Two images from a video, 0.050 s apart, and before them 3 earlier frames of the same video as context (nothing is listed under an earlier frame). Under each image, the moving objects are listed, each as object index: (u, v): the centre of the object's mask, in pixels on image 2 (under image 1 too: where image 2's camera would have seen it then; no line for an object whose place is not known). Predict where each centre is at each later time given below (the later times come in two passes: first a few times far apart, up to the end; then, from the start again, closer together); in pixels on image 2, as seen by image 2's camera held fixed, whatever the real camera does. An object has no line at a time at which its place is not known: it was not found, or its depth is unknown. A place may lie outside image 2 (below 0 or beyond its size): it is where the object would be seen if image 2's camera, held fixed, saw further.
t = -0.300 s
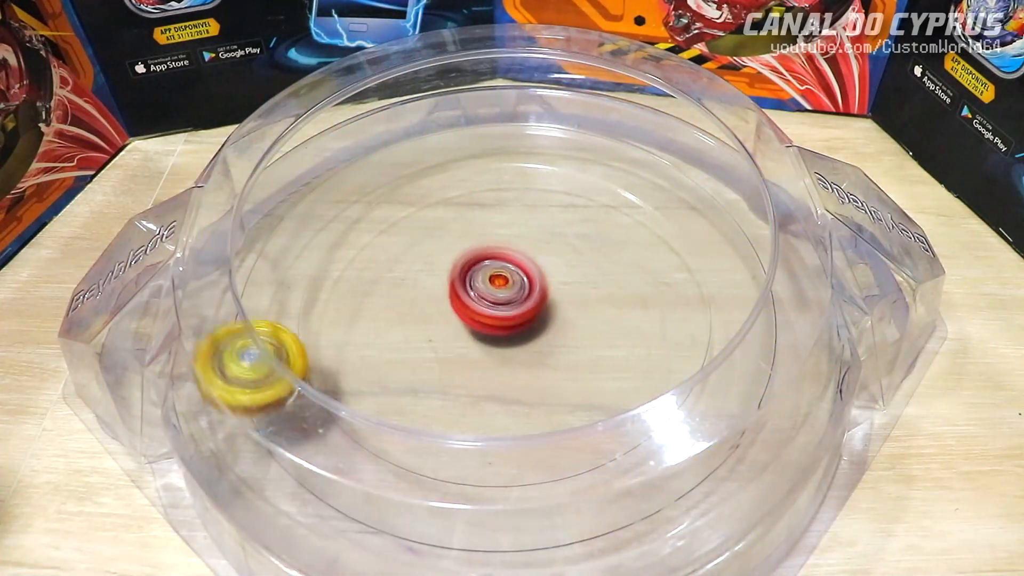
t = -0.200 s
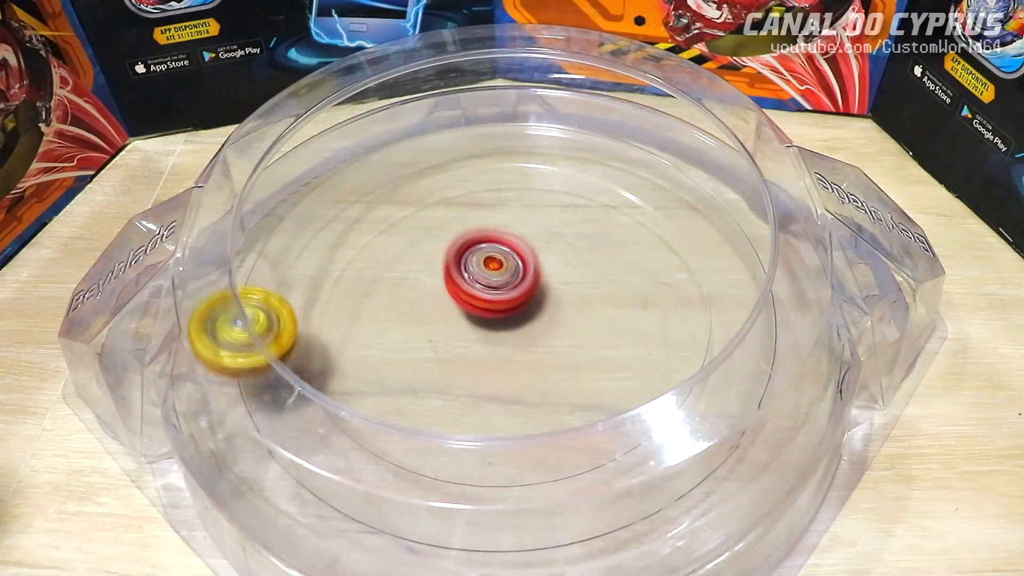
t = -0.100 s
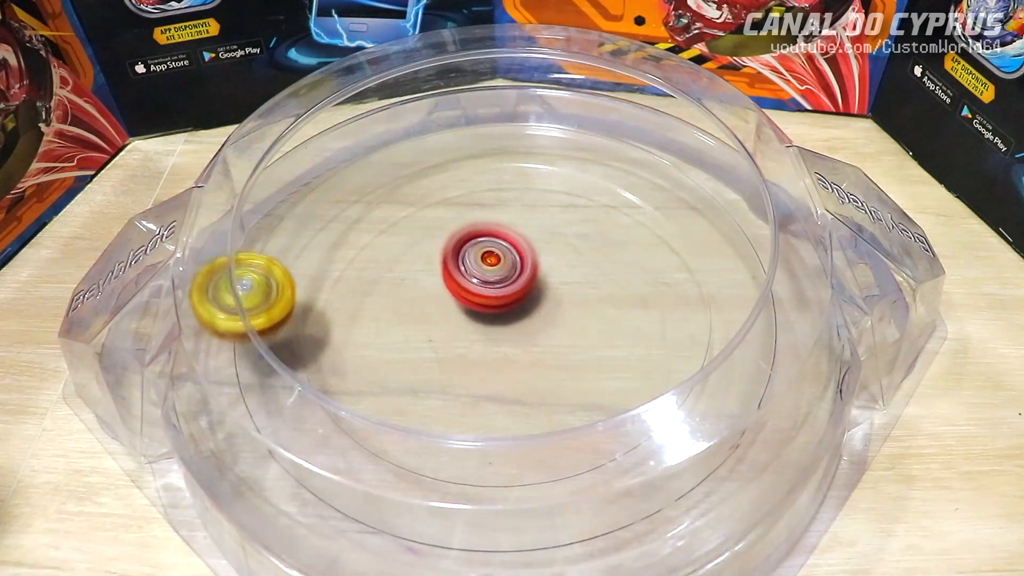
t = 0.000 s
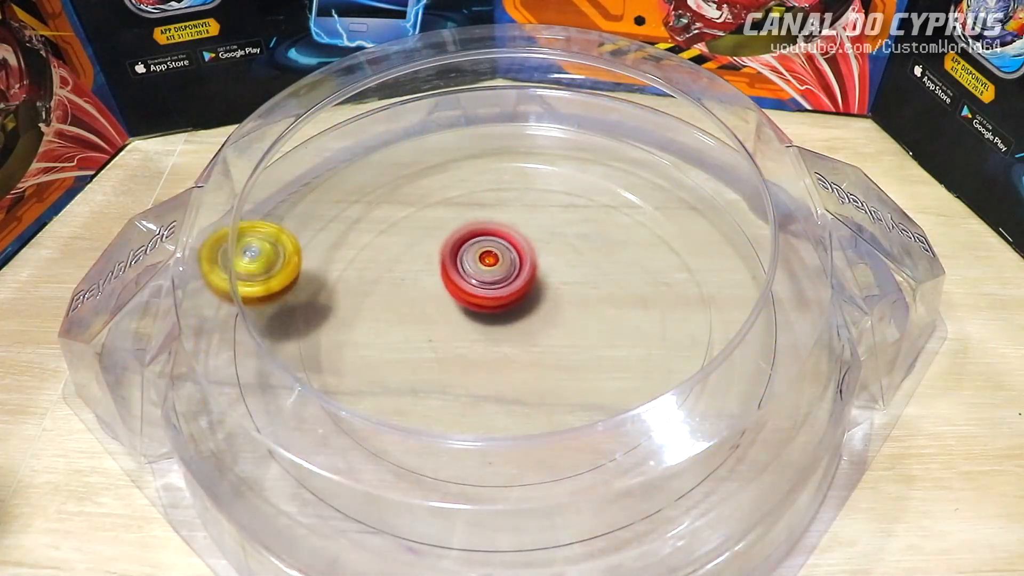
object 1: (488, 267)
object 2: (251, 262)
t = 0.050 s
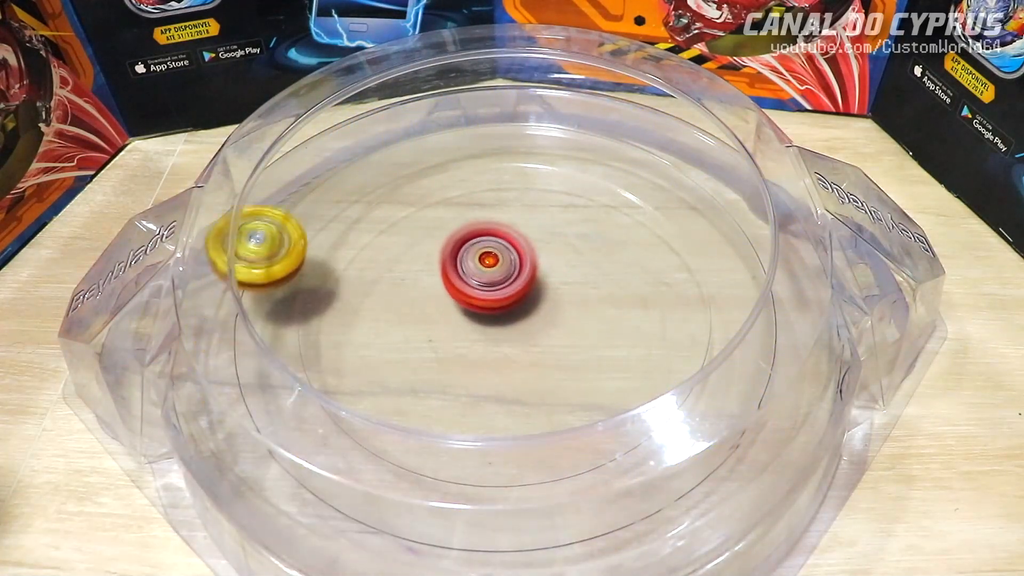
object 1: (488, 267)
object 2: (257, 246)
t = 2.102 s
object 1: (469, 291)
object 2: (619, 305)
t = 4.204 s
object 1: (474, 242)
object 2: (535, 377)
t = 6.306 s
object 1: (556, 267)
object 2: (470, 305)
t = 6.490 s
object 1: (559, 277)
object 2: (465, 302)
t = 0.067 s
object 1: (488, 267)
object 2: (259, 241)
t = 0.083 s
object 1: (488, 268)
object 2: (262, 237)
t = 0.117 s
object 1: (488, 268)
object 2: (267, 228)
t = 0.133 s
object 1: (488, 268)
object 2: (270, 224)
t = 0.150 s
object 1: (488, 269)
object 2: (274, 219)
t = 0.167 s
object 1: (488, 269)
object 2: (277, 214)
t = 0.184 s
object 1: (489, 269)
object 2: (280, 210)
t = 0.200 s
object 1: (489, 269)
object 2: (284, 207)
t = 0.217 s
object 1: (489, 270)
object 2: (288, 202)
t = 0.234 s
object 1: (489, 271)
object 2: (291, 198)
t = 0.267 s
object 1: (489, 272)
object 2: (298, 190)
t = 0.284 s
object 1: (490, 273)
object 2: (302, 186)
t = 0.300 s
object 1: (490, 273)
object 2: (305, 182)
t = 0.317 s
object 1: (490, 274)
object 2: (309, 179)
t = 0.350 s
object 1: (490, 276)
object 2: (318, 171)
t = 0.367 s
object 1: (490, 276)
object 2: (322, 167)
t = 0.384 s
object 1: (491, 278)
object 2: (327, 165)
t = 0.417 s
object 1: (493, 281)
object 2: (337, 158)
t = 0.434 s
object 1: (494, 282)
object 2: (342, 155)
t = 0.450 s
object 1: (495, 285)
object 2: (347, 152)
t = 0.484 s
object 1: (498, 291)
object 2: (357, 145)
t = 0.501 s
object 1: (500, 293)
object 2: (363, 143)
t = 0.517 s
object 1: (502, 296)
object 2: (368, 140)
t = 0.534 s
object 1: (504, 299)
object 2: (373, 138)
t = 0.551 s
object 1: (506, 303)
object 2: (379, 136)
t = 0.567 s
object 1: (508, 305)
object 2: (385, 133)
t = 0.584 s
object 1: (511, 308)
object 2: (390, 131)
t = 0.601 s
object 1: (513, 310)
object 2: (396, 129)
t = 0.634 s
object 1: (518, 315)
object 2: (406, 125)
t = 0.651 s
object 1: (521, 317)
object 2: (413, 124)
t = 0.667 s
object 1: (524, 319)
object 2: (418, 122)
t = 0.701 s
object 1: (528, 322)
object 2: (430, 119)
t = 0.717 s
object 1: (530, 324)
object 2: (435, 118)
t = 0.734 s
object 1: (531, 324)
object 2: (441, 117)
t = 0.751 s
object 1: (532, 325)
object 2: (447, 116)
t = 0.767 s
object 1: (533, 325)
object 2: (453, 115)
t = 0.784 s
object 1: (533, 326)
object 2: (458, 115)
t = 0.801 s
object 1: (534, 326)
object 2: (465, 114)
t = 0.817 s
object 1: (534, 326)
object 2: (471, 114)
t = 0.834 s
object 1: (534, 325)
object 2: (476, 113)
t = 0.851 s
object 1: (534, 326)
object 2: (482, 112)
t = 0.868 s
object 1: (535, 325)
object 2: (487, 112)
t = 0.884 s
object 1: (535, 325)
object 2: (493, 112)
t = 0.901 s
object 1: (535, 325)
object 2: (499, 113)
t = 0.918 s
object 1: (534, 325)
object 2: (505, 112)
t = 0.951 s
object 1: (534, 325)
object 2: (516, 114)
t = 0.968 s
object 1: (534, 325)
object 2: (522, 114)
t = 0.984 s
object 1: (534, 325)
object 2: (527, 115)
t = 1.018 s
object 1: (534, 325)
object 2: (539, 117)
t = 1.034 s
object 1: (533, 324)
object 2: (545, 118)
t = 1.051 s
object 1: (533, 324)
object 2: (550, 119)
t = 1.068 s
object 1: (532, 324)
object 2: (556, 120)
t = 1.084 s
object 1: (532, 324)
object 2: (561, 121)
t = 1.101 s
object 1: (532, 323)
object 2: (566, 123)
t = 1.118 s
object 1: (532, 323)
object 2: (572, 125)
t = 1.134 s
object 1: (531, 323)
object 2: (577, 126)
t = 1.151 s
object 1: (531, 323)
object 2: (583, 128)
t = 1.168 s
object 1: (530, 322)
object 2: (588, 130)
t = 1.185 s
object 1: (530, 322)
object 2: (593, 132)
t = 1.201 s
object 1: (529, 322)
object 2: (598, 135)
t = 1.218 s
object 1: (529, 322)
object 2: (603, 137)
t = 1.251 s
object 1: (528, 320)
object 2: (613, 142)
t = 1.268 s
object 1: (526, 320)
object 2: (618, 146)
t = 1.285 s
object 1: (526, 319)
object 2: (622, 148)
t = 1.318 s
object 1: (522, 317)
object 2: (632, 154)
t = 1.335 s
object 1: (520, 317)
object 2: (636, 158)
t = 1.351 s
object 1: (518, 315)
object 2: (641, 160)
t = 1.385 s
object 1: (512, 311)
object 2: (649, 167)
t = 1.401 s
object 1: (508, 309)
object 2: (653, 171)
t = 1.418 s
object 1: (505, 307)
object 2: (658, 174)
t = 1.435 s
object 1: (502, 305)
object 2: (661, 178)
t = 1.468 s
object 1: (494, 302)
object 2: (669, 186)
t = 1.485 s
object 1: (491, 300)
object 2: (673, 191)
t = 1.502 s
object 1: (487, 298)
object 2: (677, 194)
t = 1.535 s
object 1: (481, 295)
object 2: (684, 203)
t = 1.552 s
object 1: (477, 294)
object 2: (687, 208)
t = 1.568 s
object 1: (474, 292)
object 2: (690, 212)
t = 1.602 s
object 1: (469, 290)
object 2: (696, 222)
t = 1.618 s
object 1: (466, 289)
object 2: (698, 226)
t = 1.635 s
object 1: (465, 289)
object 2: (701, 230)
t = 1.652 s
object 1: (464, 289)
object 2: (703, 236)
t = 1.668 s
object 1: (464, 289)
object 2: (705, 240)
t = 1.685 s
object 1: (463, 288)
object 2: (707, 245)
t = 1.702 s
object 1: (463, 288)
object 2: (709, 250)
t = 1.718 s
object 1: (463, 288)
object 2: (710, 255)
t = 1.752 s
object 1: (463, 288)
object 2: (713, 264)
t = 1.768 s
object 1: (463, 288)
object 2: (714, 269)
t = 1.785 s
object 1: (463, 288)
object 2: (714, 274)
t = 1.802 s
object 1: (463, 288)
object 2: (714, 278)
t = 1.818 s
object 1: (463, 288)
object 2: (713, 283)
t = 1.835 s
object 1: (463, 288)
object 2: (713, 287)
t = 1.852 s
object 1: (463, 289)
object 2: (711, 291)
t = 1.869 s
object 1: (464, 288)
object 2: (710, 294)
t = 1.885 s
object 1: (464, 288)
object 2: (708, 298)
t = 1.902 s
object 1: (464, 288)
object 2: (706, 301)
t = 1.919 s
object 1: (464, 289)
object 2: (702, 303)
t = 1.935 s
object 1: (465, 289)
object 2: (697, 306)
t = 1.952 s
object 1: (465, 289)
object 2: (692, 307)
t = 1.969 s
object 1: (465, 289)
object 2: (685, 308)
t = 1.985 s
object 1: (466, 289)
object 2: (678, 307)
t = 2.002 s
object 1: (466, 289)
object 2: (670, 307)
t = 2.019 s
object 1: (467, 290)
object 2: (663, 307)
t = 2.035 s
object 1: (467, 290)
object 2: (654, 306)
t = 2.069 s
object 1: (468, 290)
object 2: (637, 306)
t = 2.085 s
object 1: (469, 291)
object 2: (629, 306)
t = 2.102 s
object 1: (469, 291)
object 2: (619, 305)
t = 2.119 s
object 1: (471, 291)
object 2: (610, 305)
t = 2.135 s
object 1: (471, 292)
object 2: (600, 305)
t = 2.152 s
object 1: (472, 292)
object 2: (590, 305)
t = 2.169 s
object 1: (473, 292)
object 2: (580, 304)
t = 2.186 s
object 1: (470, 292)
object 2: (576, 305)
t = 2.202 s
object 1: (460, 288)
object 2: (578, 307)
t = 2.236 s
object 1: (446, 282)
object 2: (577, 310)
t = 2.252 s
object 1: (440, 279)
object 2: (575, 311)
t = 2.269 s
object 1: (436, 279)
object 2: (572, 312)
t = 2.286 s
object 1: (433, 278)
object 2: (567, 313)
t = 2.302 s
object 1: (433, 279)
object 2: (562, 314)
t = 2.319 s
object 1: (432, 280)
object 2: (556, 315)
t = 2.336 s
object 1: (433, 281)
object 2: (550, 315)
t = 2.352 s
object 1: (433, 282)
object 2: (544, 316)
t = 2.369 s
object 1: (435, 284)
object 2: (537, 317)
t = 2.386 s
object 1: (436, 286)
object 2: (531, 318)
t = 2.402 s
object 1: (436, 286)
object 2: (527, 320)
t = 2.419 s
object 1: (431, 282)
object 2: (531, 326)
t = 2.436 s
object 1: (422, 276)
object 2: (534, 331)
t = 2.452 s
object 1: (417, 272)
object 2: (535, 335)
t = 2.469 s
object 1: (412, 268)
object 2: (536, 339)
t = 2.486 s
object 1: (409, 265)
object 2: (535, 341)
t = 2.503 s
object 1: (407, 264)
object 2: (533, 344)
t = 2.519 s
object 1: (406, 263)
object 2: (531, 345)
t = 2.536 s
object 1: (406, 263)
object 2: (530, 347)
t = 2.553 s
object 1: (406, 263)
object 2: (527, 348)
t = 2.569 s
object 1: (407, 264)
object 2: (526, 350)
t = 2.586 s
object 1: (408, 265)
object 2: (524, 351)
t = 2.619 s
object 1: (411, 268)
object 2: (519, 352)
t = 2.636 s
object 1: (413, 269)
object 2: (517, 353)
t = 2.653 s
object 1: (415, 271)
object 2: (515, 354)
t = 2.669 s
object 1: (418, 273)
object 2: (512, 354)
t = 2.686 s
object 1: (422, 275)
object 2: (509, 355)
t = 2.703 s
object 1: (425, 277)
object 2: (507, 354)
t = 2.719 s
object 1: (429, 279)
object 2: (504, 354)
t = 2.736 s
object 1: (433, 281)
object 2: (502, 354)
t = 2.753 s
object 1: (437, 283)
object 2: (499, 353)
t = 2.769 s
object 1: (440, 281)
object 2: (498, 359)
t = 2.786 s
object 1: (441, 264)
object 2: (505, 376)
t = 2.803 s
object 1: (440, 243)
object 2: (513, 392)
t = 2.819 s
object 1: (438, 225)
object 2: (518, 401)
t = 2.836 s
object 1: (438, 208)
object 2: (524, 421)
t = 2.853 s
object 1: (440, 193)
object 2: (529, 432)
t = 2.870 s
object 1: (440, 177)
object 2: (534, 442)
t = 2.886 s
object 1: (441, 164)
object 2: (538, 449)
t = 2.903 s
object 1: (445, 154)
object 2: (542, 454)
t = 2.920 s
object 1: (447, 143)
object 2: (547, 462)
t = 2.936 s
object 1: (450, 137)
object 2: (549, 467)
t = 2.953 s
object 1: (454, 131)
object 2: (550, 473)
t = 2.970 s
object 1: (456, 123)
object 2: (550, 478)
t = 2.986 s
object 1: (459, 117)
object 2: (549, 481)
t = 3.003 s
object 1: (464, 114)
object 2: (548, 485)
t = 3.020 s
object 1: (468, 112)
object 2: (544, 487)
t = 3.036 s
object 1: (473, 111)
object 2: (541, 490)
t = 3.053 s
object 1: (478, 113)
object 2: (537, 492)
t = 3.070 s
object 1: (482, 112)
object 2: (532, 493)
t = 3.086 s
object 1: (487, 112)
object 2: (528, 494)
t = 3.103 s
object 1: (491, 114)
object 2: (523, 495)
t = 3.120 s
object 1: (494, 114)
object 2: (519, 496)
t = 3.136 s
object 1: (498, 113)
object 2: (514, 496)
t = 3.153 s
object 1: (502, 115)
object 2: (509, 496)
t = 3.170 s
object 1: (506, 117)
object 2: (503, 497)
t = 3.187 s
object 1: (509, 117)
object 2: (498, 497)
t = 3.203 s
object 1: (511, 117)
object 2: (493, 496)
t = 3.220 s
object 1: (515, 119)
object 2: (488, 496)
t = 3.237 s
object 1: (517, 118)
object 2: (482, 495)
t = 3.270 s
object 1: (522, 117)
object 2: (470, 493)
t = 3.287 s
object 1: (523, 117)
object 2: (465, 492)
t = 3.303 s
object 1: (525, 116)
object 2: (459, 490)
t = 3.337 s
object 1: (530, 116)
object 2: (449, 485)
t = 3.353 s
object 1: (534, 115)
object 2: (444, 485)
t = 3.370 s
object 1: (536, 115)
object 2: (438, 483)
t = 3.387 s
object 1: (540, 116)
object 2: (434, 480)
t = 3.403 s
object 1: (542, 117)
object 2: (430, 473)
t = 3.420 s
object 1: (545, 118)
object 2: (425, 477)
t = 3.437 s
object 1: (548, 119)
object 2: (422, 465)
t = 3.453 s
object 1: (550, 120)
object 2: (418, 461)
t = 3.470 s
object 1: (552, 121)
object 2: (416, 458)
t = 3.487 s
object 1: (556, 121)
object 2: (413, 452)
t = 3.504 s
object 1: (557, 124)
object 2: (411, 447)
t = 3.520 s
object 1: (561, 127)
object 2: (408, 444)
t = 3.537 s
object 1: (562, 128)
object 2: (406, 439)
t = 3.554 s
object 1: (564, 130)
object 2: (407, 432)
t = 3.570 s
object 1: (566, 133)
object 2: (409, 428)
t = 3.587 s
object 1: (566, 134)
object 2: (412, 422)
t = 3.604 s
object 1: (568, 136)
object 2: (416, 417)
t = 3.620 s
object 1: (569, 138)
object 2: (421, 409)
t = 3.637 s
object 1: (569, 142)
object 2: (428, 398)
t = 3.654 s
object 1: (570, 143)
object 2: (433, 396)
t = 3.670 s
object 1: (569, 146)
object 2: (438, 394)
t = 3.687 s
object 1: (569, 149)
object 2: (443, 390)
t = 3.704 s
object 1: (568, 152)
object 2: (449, 387)
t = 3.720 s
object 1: (565, 157)
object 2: (454, 383)
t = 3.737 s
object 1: (563, 162)
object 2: (460, 377)
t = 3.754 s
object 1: (559, 168)
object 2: (466, 371)
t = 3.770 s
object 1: (556, 172)
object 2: (471, 365)
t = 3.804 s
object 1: (547, 185)
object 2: (483, 354)
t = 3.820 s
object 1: (542, 191)
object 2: (488, 347)
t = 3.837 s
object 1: (537, 201)
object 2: (493, 342)
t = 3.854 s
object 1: (532, 210)
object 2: (498, 336)
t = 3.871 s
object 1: (526, 219)
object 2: (504, 330)
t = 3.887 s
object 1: (519, 227)
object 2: (508, 325)
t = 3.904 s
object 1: (514, 237)
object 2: (512, 319)
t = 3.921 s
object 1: (508, 238)
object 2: (512, 326)
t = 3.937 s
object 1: (507, 232)
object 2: (511, 339)
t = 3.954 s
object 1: (504, 225)
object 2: (510, 352)
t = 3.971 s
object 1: (504, 221)
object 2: (510, 362)
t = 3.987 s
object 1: (499, 216)
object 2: (510, 370)
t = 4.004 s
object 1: (498, 213)
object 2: (511, 375)
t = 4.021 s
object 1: (495, 211)
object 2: (513, 380)
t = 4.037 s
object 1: (494, 212)
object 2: (514, 383)
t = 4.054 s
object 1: (492, 213)
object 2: (515, 384)
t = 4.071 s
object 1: (490, 215)
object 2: (518, 386)
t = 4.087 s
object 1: (488, 217)
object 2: (519, 386)
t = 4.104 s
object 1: (485, 221)
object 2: (521, 385)
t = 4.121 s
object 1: (483, 224)
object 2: (523, 385)
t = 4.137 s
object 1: (481, 226)
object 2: (525, 383)
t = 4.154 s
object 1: (479, 230)
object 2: (528, 382)
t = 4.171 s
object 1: (477, 235)
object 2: (531, 381)
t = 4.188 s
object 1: (476, 238)
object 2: (532, 379)
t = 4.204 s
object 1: (474, 242)
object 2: (535, 377)
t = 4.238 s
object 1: (472, 251)
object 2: (539, 371)
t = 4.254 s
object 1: (470, 256)
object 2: (542, 369)
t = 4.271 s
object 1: (470, 259)
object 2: (544, 366)
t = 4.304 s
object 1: (468, 267)
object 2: (548, 360)
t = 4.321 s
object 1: (467, 271)
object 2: (550, 358)
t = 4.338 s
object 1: (466, 273)
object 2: (552, 354)
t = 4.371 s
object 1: (465, 278)
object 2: (555, 349)
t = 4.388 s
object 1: (465, 281)
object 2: (557, 345)
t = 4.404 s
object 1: (463, 282)
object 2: (559, 343)
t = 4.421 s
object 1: (463, 285)
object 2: (559, 340)
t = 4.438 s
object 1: (461, 285)
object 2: (560, 336)
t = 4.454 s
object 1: (460, 286)
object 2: (559, 333)
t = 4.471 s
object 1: (459, 287)
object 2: (558, 329)
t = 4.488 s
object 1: (460, 288)
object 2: (558, 326)
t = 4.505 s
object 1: (459, 289)
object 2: (556, 323)
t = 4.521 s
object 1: (459, 288)
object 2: (554, 319)
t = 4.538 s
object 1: (457, 289)
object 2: (554, 316)
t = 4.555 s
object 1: (455, 286)
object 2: (554, 315)
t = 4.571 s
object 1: (454, 284)
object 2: (554, 313)
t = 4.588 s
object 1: (453, 282)
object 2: (553, 311)
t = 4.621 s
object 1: (452, 280)
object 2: (550, 306)
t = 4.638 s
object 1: (452, 279)
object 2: (549, 304)
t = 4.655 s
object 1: (450, 278)
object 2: (549, 301)
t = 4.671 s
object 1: (451, 277)
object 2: (548, 299)
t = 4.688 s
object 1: (451, 277)
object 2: (548, 297)
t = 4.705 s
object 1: (449, 275)
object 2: (552, 296)
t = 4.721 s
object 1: (443, 270)
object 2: (559, 296)
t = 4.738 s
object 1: (438, 267)
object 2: (564, 295)
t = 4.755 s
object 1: (434, 264)
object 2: (568, 296)
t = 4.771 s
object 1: (434, 261)
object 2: (569, 294)
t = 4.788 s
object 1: (433, 260)
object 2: (571, 293)
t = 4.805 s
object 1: (434, 257)
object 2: (571, 292)
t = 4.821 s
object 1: (436, 257)
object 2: (571, 290)
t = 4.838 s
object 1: (437, 258)
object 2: (571, 288)
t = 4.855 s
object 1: (440, 258)
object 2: (571, 287)
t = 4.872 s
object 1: (442, 260)
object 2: (569, 286)
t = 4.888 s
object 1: (442, 262)
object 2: (567, 285)
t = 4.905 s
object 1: (445, 263)
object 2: (566, 285)
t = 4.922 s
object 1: (447, 266)
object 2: (562, 284)
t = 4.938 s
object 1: (448, 267)
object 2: (559, 284)
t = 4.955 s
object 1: (451, 270)
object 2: (555, 283)
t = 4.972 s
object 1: (452, 273)
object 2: (552, 284)
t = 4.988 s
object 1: (451, 273)
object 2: (550, 285)
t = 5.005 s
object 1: (449, 273)
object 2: (550, 286)
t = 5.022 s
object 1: (448, 273)
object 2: (548, 288)
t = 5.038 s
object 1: (448, 275)
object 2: (545, 289)
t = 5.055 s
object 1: (444, 278)
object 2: (545, 292)
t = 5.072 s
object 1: (439, 278)
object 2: (546, 295)
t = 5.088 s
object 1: (437, 277)
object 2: (547, 298)
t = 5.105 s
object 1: (436, 277)
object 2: (547, 301)
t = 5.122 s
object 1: (435, 278)
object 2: (546, 303)
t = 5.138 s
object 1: (435, 279)
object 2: (545, 305)
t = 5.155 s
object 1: (435, 280)
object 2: (544, 306)
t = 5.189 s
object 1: (434, 283)
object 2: (542, 309)
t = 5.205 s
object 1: (434, 284)
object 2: (541, 311)
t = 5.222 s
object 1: (435, 285)
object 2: (539, 312)
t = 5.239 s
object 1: (435, 285)
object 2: (537, 314)
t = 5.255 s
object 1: (437, 286)
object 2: (535, 316)
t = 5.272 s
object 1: (439, 287)
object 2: (533, 317)
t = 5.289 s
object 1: (437, 285)
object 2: (534, 321)
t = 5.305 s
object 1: (435, 281)
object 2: (536, 326)
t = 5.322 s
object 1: (435, 279)
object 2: (538, 331)
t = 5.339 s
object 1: (435, 277)
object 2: (540, 335)
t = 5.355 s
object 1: (437, 277)
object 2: (539, 338)
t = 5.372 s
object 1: (440, 275)
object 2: (538, 341)
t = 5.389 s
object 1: (444, 274)
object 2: (536, 342)
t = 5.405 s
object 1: (447, 274)
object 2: (535, 343)
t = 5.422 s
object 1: (452, 276)
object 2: (533, 343)
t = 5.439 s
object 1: (457, 278)
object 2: (531, 343)
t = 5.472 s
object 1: (465, 280)
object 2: (528, 342)
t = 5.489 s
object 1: (469, 281)
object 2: (528, 342)
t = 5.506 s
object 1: (472, 282)
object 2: (527, 342)
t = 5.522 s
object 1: (475, 282)
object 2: (526, 343)
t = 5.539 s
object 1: (478, 280)
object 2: (525, 345)
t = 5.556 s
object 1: (481, 277)
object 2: (522, 347)
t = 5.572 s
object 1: (486, 274)
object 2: (519, 351)
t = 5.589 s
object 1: (491, 272)
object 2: (517, 353)
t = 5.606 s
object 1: (495, 270)
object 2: (515, 354)
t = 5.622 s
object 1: (499, 269)
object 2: (513, 353)
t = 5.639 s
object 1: (501, 269)
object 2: (511, 354)
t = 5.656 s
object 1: (503, 269)
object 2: (509, 353)
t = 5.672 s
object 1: (504, 270)
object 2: (508, 353)
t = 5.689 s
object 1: (506, 271)
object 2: (508, 352)
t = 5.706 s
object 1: (507, 272)
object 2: (506, 351)
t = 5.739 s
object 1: (510, 273)
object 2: (502, 350)
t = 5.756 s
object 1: (512, 274)
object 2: (498, 350)
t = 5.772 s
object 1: (514, 274)
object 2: (495, 350)
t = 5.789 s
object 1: (517, 275)
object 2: (491, 349)
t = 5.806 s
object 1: (519, 275)
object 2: (488, 347)
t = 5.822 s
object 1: (521, 276)
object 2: (485, 346)
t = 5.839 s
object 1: (523, 277)
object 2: (483, 344)
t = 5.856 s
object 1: (525, 276)
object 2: (481, 342)
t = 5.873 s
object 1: (527, 275)
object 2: (479, 340)
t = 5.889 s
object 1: (528, 275)
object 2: (478, 338)
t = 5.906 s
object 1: (529, 276)
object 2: (478, 337)
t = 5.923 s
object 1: (530, 276)
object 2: (477, 335)
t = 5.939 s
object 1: (532, 276)
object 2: (476, 334)
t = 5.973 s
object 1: (538, 275)
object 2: (472, 330)
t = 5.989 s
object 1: (540, 274)
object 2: (469, 328)
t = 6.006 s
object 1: (541, 273)
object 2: (467, 327)
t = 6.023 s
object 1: (543, 272)
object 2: (466, 325)
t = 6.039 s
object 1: (544, 272)
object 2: (466, 324)
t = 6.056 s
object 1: (545, 271)
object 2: (467, 322)
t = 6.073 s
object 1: (546, 271)
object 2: (467, 319)
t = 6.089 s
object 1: (547, 270)
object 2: (466, 316)
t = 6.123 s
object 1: (551, 269)
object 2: (465, 311)
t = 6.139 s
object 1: (552, 268)
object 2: (464, 310)
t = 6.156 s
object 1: (553, 267)
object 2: (465, 308)
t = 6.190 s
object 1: (553, 267)
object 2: (468, 308)
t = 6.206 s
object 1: (554, 267)
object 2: (468, 308)
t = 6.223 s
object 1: (555, 267)
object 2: (469, 308)
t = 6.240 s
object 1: (555, 267)
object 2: (468, 310)
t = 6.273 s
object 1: (555, 267)
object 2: (469, 308)
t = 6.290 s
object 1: (555, 267)
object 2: (470, 306)
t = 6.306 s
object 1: (556, 267)
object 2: (470, 305)
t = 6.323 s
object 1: (559, 266)
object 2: (468, 305)
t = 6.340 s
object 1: (560, 266)
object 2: (467, 305)
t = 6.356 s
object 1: (560, 266)
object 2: (466, 305)
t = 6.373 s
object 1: (560, 267)
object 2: (466, 305)
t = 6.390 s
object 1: (560, 268)
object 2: (465, 305)
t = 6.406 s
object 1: (560, 270)
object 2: (465, 305)
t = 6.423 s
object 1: (560, 272)
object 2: (465, 303)
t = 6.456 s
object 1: (558, 275)
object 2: (466, 302)
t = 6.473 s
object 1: (558, 276)
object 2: (466, 302)
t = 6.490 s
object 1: (559, 277)
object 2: (465, 302)
